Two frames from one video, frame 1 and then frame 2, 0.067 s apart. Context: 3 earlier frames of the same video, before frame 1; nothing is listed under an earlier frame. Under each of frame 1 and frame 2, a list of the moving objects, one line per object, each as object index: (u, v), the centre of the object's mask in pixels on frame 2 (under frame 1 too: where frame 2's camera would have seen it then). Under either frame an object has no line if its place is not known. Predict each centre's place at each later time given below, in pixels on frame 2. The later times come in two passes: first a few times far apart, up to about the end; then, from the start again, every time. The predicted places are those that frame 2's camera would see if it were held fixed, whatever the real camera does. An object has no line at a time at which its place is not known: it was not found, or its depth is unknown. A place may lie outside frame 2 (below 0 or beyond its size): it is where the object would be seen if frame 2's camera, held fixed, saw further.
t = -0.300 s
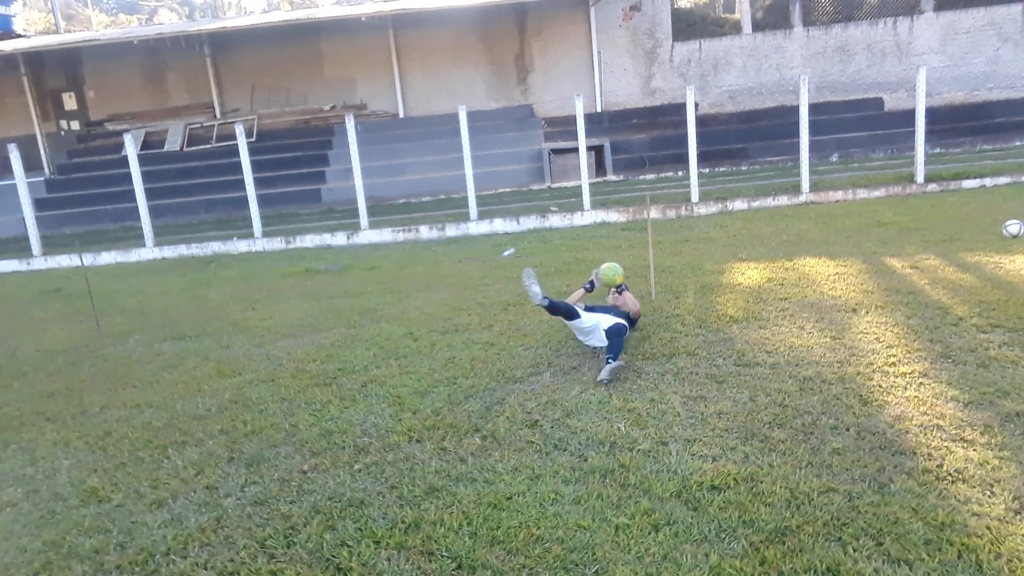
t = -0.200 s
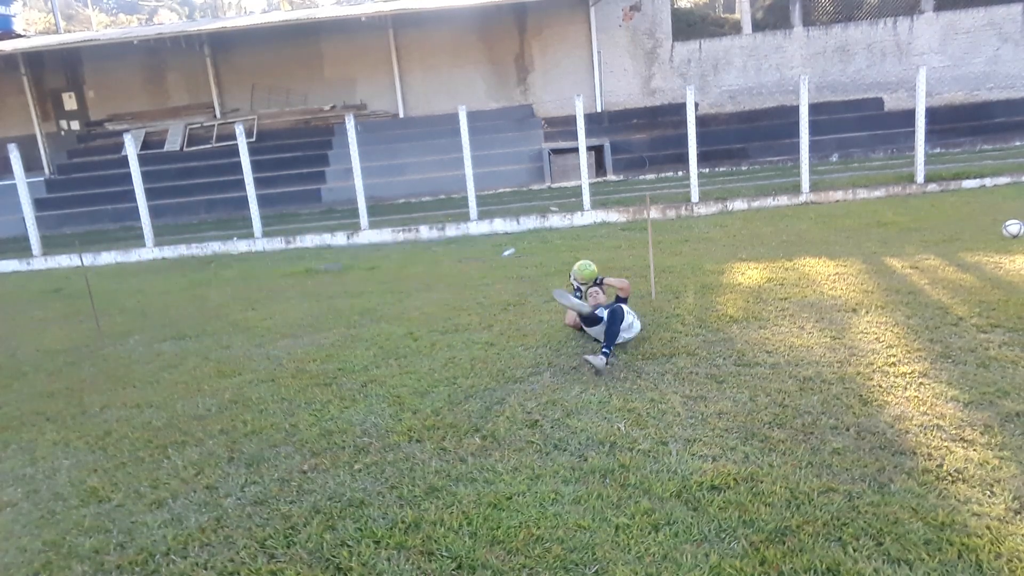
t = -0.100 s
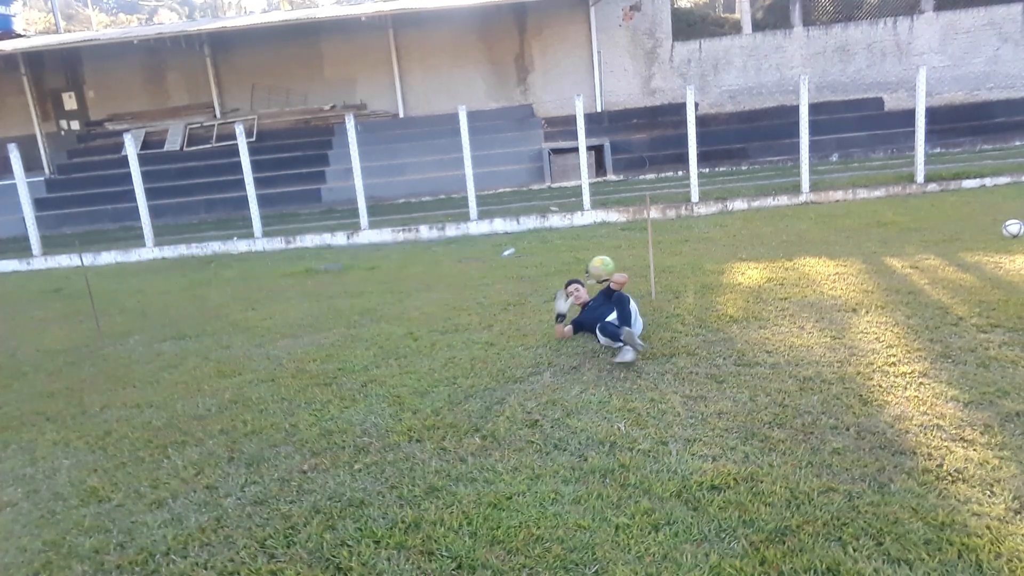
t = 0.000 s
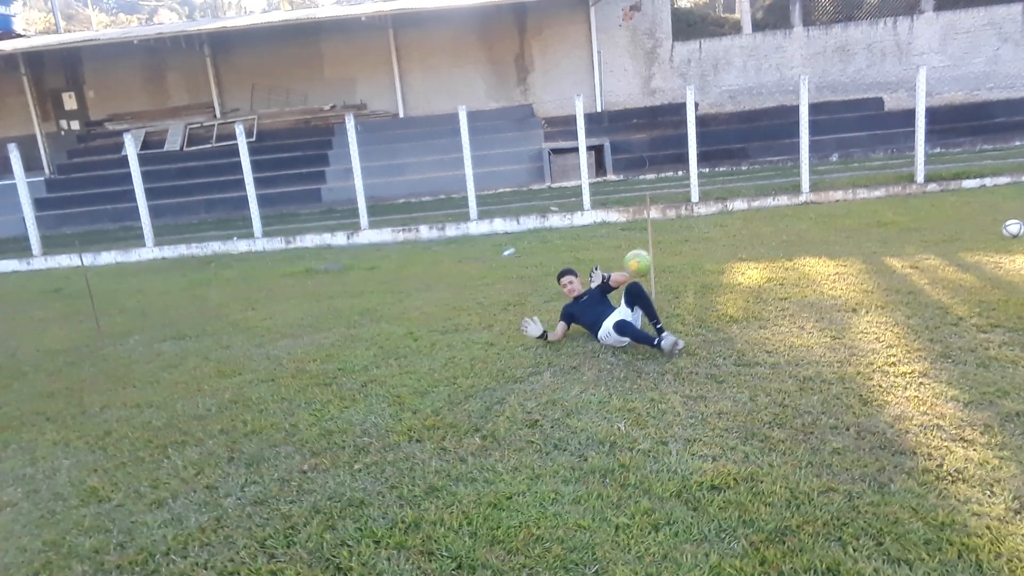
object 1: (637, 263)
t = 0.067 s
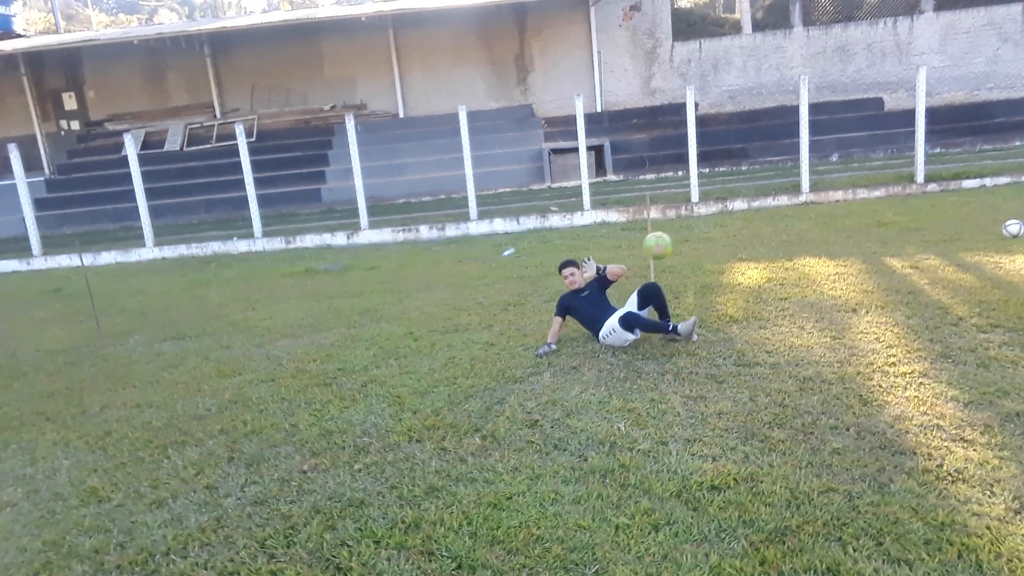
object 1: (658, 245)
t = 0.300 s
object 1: (735, 225)
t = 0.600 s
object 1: (845, 306)
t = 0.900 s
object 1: (926, 304)
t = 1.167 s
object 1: (995, 354)
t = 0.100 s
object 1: (668, 238)
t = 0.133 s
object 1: (678, 232)
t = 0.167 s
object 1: (690, 228)
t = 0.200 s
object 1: (701, 226)
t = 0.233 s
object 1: (711, 224)
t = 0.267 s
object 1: (724, 224)
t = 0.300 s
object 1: (735, 225)
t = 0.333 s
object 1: (746, 228)
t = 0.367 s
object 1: (759, 232)
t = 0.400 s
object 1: (770, 238)
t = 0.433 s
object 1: (783, 246)
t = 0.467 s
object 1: (795, 255)
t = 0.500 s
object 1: (807, 266)
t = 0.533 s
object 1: (819, 279)
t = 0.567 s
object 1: (832, 292)
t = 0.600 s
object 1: (845, 306)
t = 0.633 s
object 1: (857, 324)
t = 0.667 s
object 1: (869, 341)
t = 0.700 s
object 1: (877, 333)
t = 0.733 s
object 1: (886, 325)
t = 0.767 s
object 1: (893, 318)
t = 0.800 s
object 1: (901, 312)
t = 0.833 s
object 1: (909, 309)
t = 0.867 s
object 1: (917, 306)
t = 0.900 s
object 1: (926, 304)
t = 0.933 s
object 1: (934, 305)
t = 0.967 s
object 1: (944, 308)
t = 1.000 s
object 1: (952, 311)
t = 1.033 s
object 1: (960, 316)
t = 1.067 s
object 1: (969, 323)
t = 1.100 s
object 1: (978, 332)
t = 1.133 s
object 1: (986, 342)
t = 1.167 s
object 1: (995, 354)
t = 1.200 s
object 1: (1007, 351)
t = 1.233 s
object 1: (1012, 348)
